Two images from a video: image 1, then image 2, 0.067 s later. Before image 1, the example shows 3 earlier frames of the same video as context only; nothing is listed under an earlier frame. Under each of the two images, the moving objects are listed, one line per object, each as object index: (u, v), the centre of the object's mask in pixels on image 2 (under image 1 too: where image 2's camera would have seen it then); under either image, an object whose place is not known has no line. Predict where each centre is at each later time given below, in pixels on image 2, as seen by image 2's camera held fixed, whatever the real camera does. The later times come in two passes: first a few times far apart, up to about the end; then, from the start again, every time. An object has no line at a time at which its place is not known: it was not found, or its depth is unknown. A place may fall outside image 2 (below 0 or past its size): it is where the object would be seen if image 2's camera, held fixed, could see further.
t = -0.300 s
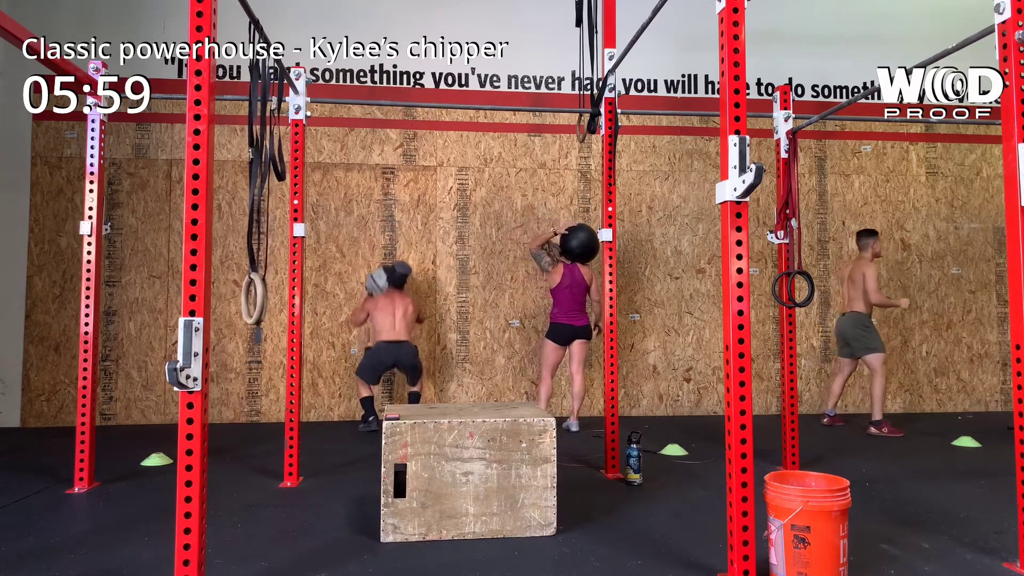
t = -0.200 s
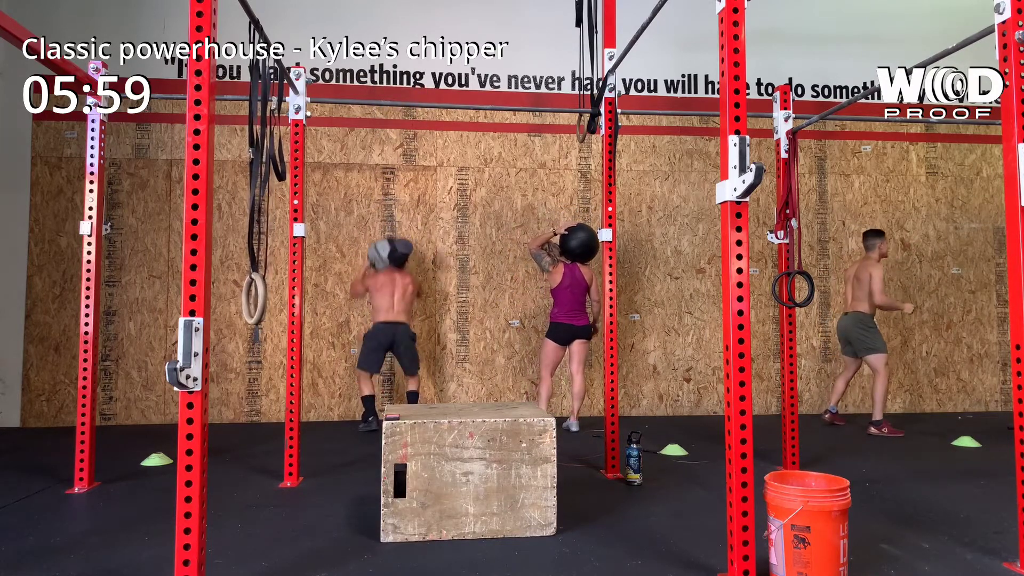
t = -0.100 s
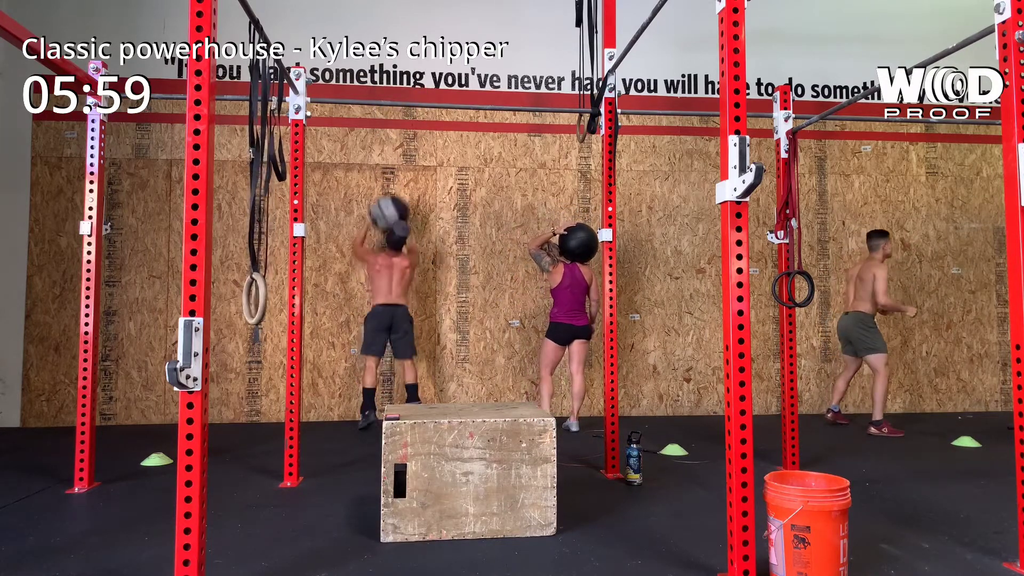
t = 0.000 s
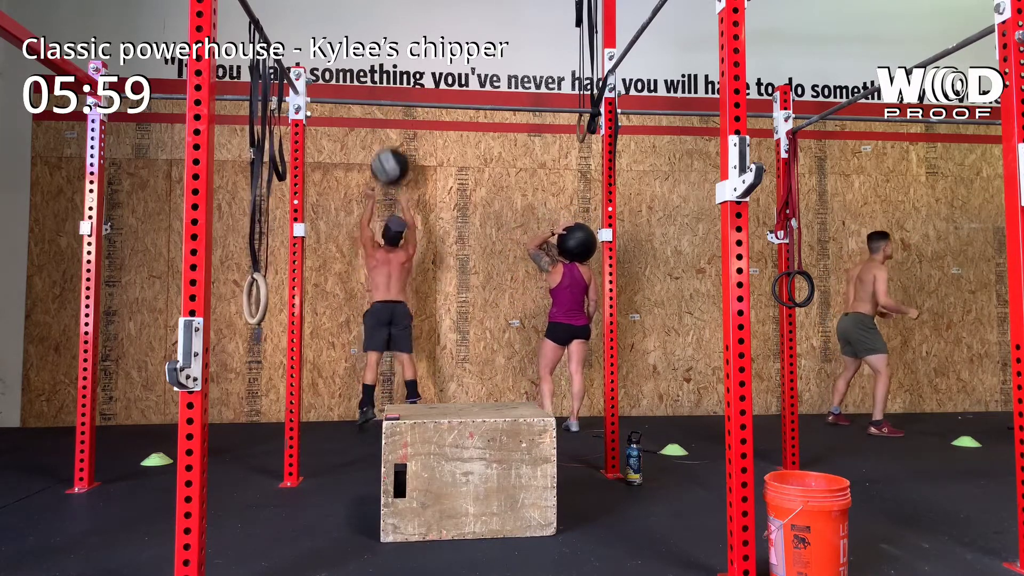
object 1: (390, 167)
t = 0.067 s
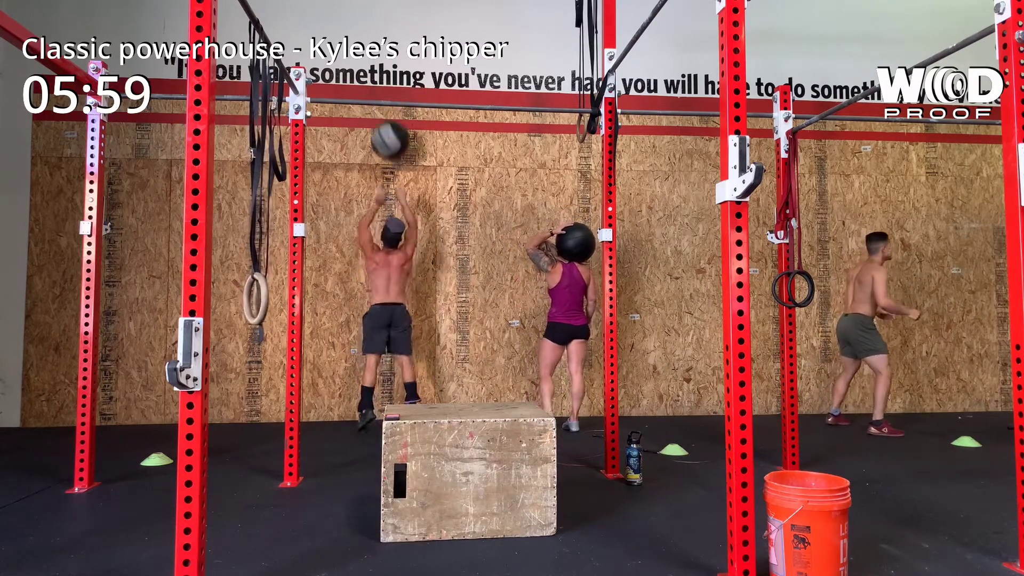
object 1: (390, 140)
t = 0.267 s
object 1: (391, 87)
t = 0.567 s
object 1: (391, 94)
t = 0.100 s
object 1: (390, 130)
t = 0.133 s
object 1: (390, 121)
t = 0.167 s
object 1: (391, 112)
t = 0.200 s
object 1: (390, 102)
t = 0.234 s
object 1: (390, 95)
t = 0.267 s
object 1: (391, 87)
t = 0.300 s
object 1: (390, 85)
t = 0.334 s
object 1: (391, 83)
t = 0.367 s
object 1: (391, 81)
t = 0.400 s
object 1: (391, 81)
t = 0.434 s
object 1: (391, 81)
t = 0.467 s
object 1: (391, 82)
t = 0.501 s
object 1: (391, 84)
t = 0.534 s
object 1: (391, 86)
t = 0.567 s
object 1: (391, 94)
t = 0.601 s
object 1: (391, 101)
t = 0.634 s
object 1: (391, 109)
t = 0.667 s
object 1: (391, 120)
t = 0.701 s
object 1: (392, 127)
